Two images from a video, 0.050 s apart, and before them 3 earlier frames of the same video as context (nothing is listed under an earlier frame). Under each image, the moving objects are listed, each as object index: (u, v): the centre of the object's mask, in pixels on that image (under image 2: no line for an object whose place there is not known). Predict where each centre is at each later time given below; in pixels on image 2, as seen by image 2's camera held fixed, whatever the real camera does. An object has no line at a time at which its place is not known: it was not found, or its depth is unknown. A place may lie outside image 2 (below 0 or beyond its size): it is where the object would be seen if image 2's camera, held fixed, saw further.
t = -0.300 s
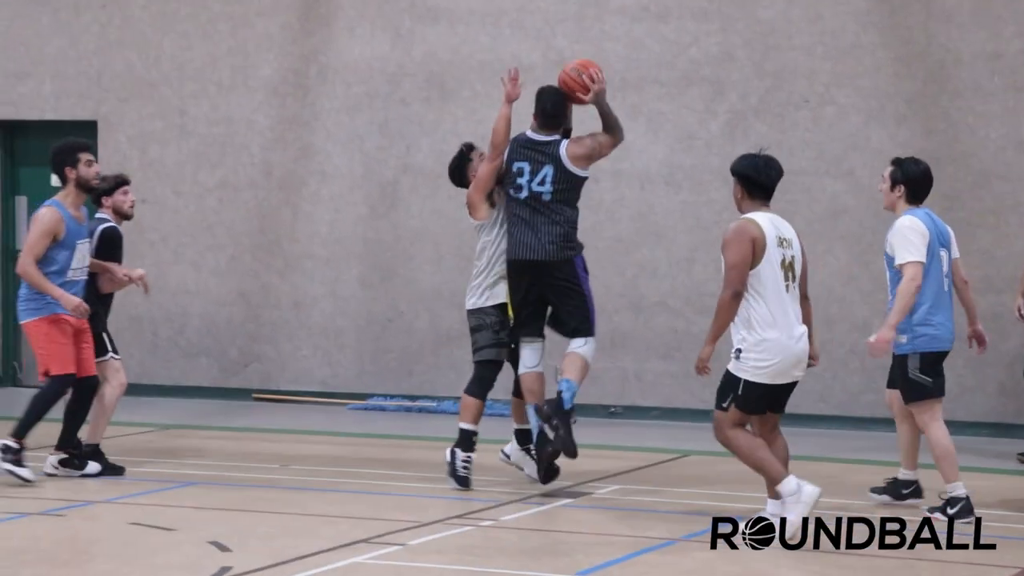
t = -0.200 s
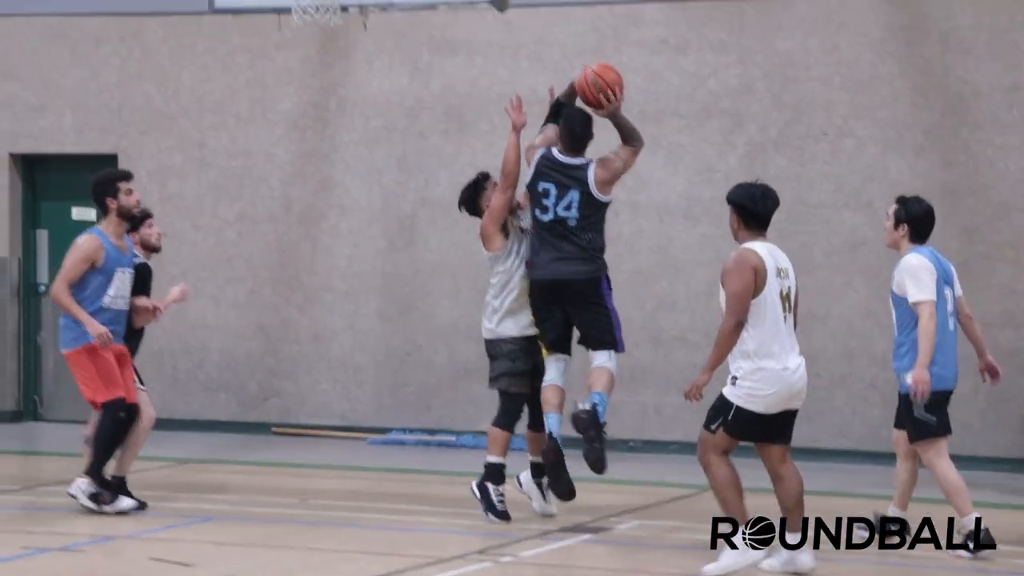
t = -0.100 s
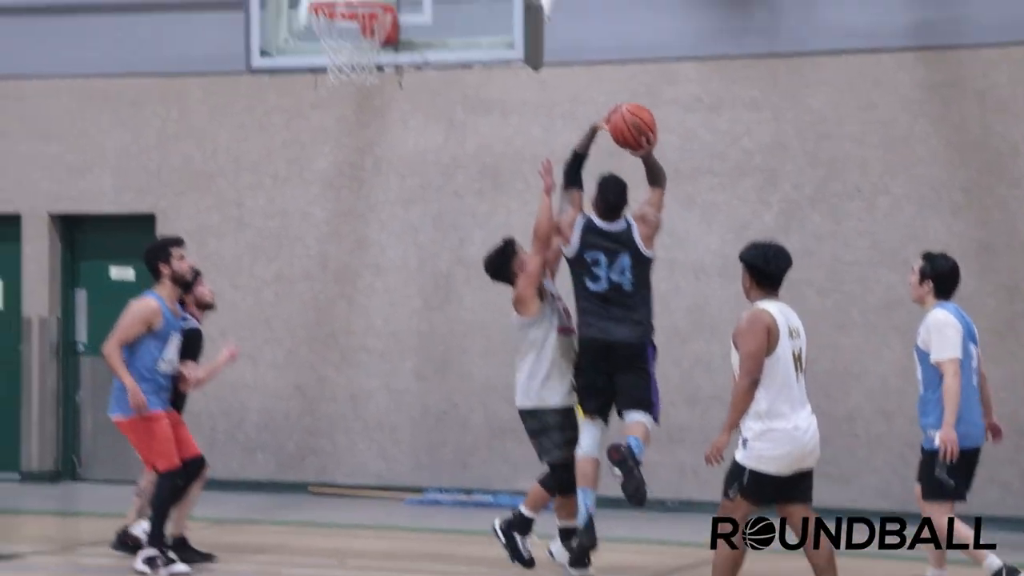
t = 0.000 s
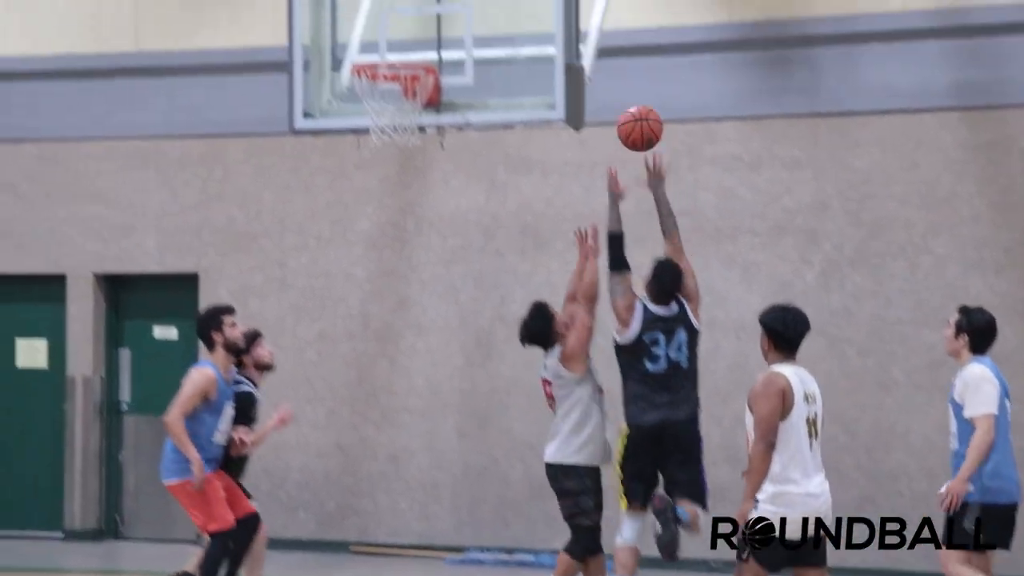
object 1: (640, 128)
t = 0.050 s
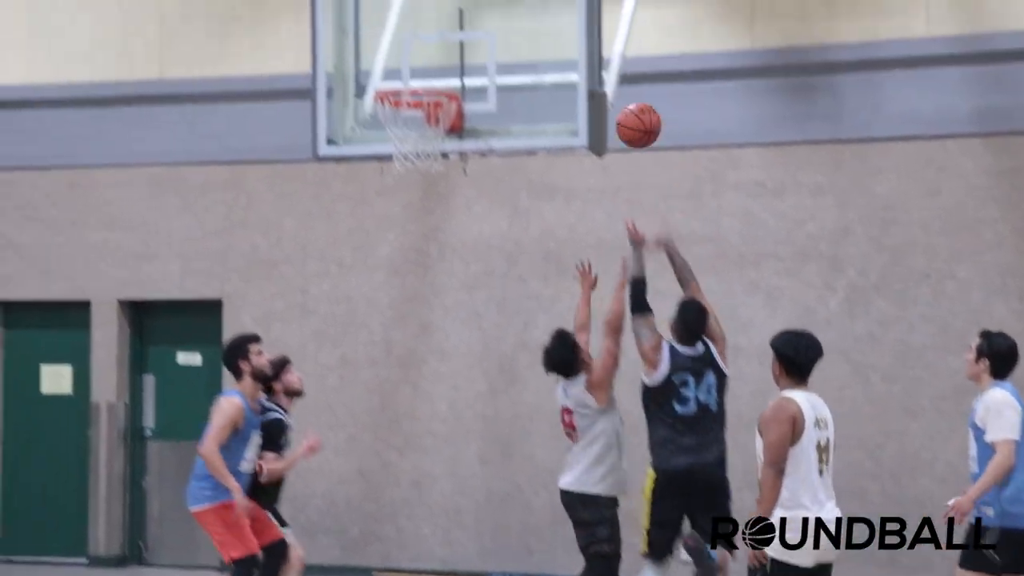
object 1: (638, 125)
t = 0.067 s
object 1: (631, 117)
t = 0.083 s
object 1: (623, 108)
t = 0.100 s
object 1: (614, 101)
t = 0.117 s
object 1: (607, 94)
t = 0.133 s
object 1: (599, 88)
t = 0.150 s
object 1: (591, 82)
